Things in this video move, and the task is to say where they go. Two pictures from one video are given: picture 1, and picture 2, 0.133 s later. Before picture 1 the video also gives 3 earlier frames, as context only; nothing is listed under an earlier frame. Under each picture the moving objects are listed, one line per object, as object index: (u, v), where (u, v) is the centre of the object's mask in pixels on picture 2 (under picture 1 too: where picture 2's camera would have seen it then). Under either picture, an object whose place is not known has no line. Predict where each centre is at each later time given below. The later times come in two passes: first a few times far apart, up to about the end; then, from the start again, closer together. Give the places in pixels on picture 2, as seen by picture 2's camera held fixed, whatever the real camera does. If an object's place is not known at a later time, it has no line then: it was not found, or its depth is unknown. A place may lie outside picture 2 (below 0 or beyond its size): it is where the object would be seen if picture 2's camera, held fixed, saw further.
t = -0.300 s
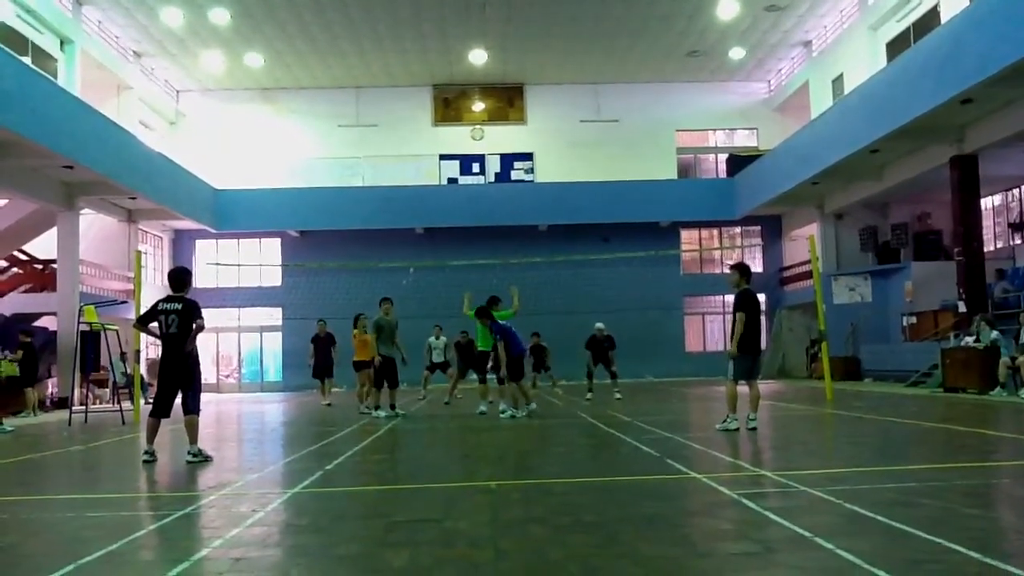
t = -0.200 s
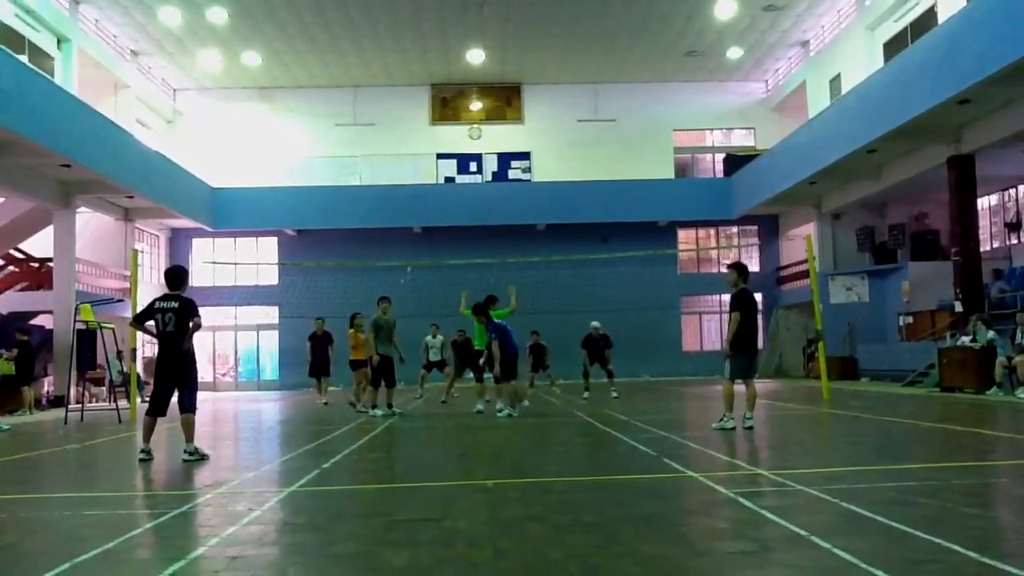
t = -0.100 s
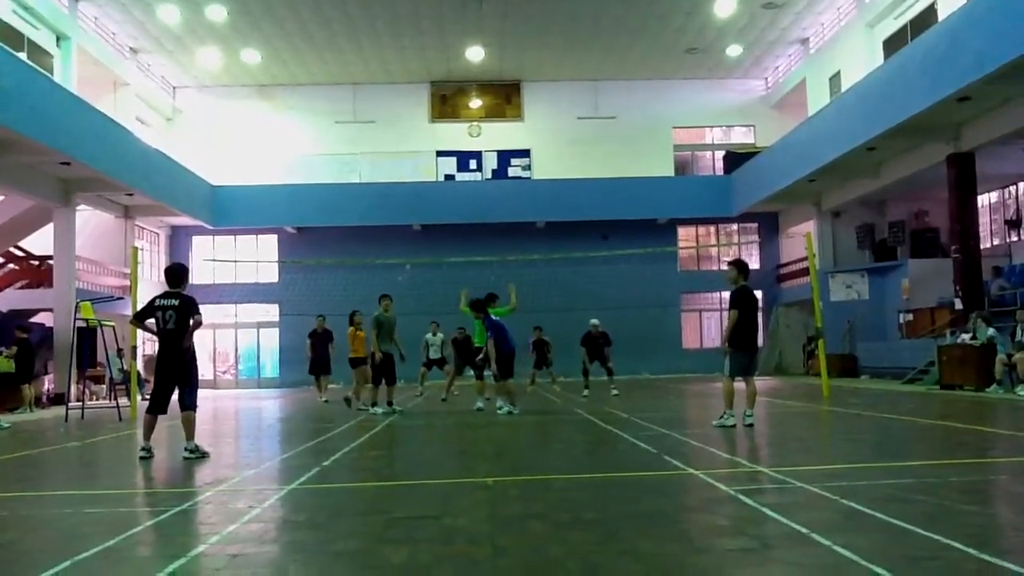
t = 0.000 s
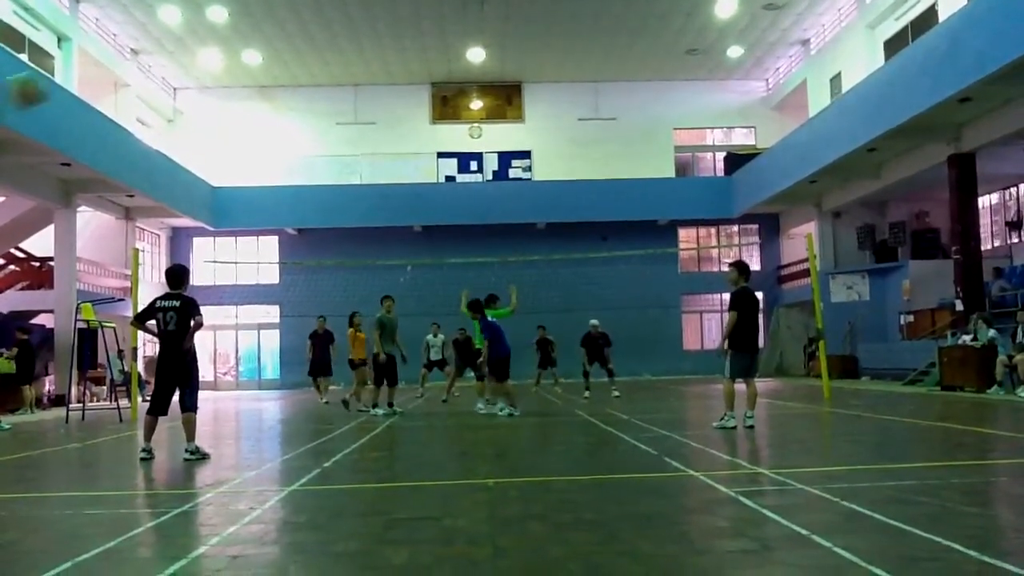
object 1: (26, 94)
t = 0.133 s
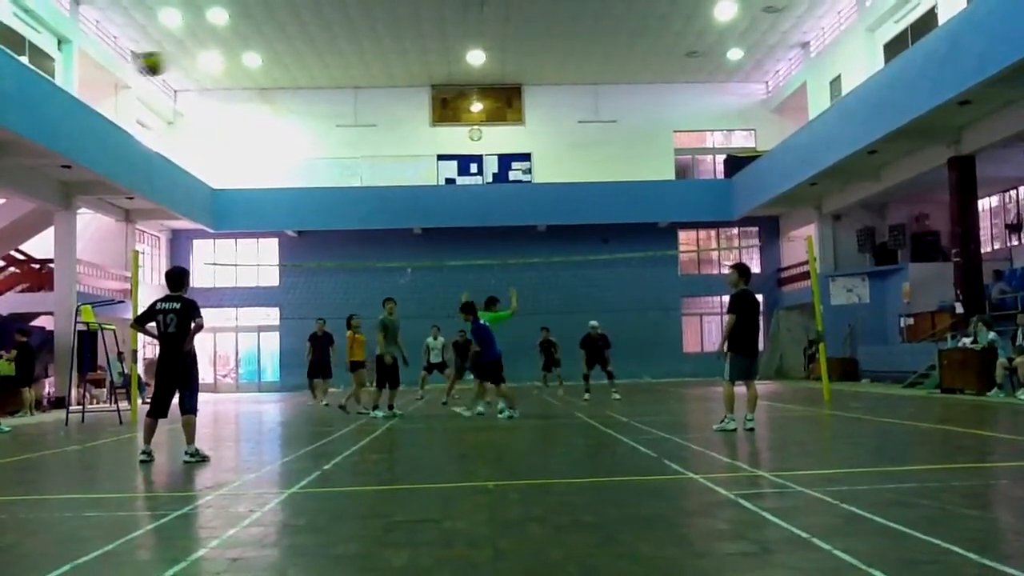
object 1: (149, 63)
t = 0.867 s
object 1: (378, 162)
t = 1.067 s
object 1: (398, 215)
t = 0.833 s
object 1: (374, 154)
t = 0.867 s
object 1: (378, 162)
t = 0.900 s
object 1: (382, 170)
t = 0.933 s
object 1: (386, 179)
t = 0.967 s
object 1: (389, 188)
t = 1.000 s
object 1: (393, 196)
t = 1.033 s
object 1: (398, 207)
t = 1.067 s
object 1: (398, 215)
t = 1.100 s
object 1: (400, 223)
